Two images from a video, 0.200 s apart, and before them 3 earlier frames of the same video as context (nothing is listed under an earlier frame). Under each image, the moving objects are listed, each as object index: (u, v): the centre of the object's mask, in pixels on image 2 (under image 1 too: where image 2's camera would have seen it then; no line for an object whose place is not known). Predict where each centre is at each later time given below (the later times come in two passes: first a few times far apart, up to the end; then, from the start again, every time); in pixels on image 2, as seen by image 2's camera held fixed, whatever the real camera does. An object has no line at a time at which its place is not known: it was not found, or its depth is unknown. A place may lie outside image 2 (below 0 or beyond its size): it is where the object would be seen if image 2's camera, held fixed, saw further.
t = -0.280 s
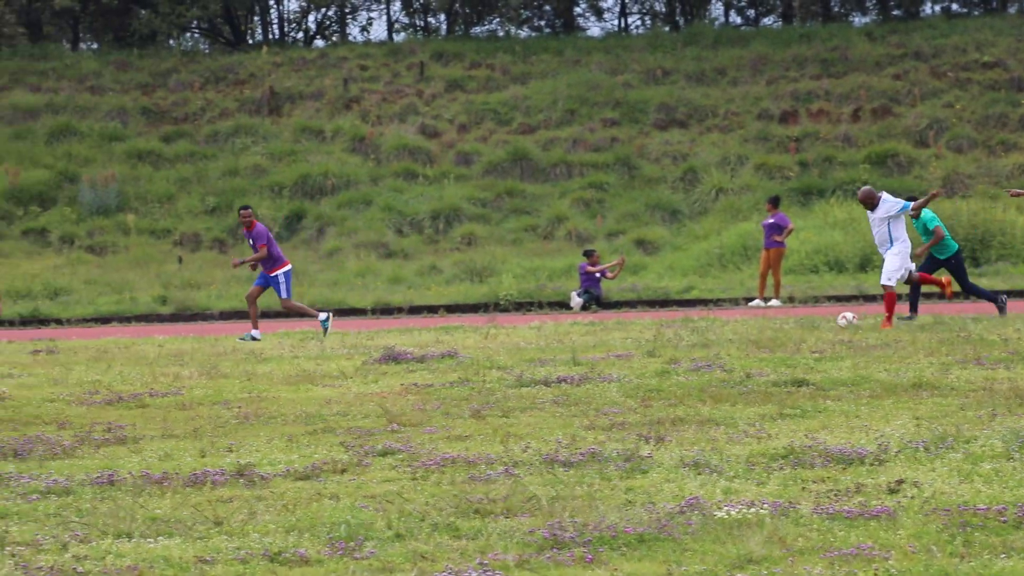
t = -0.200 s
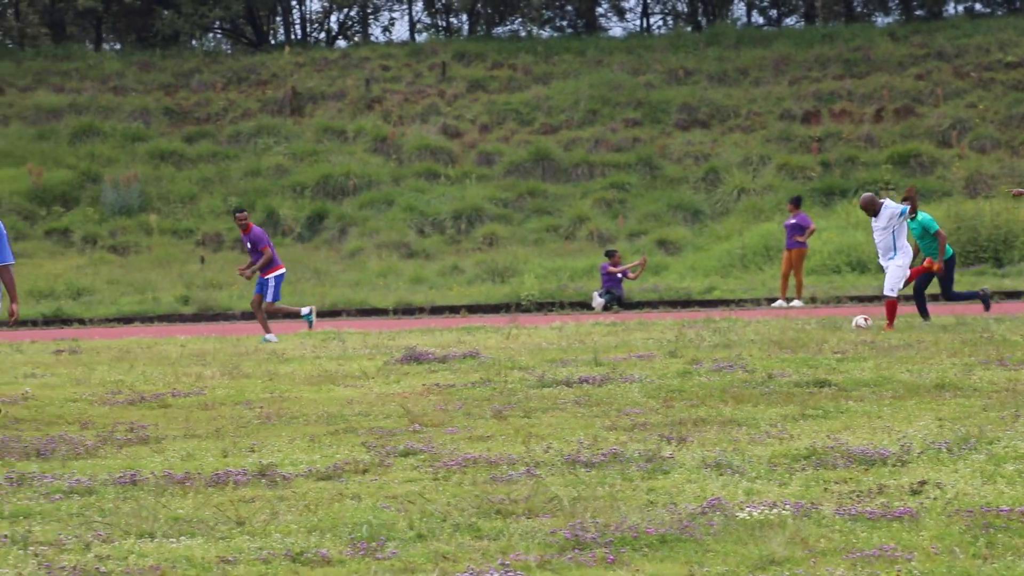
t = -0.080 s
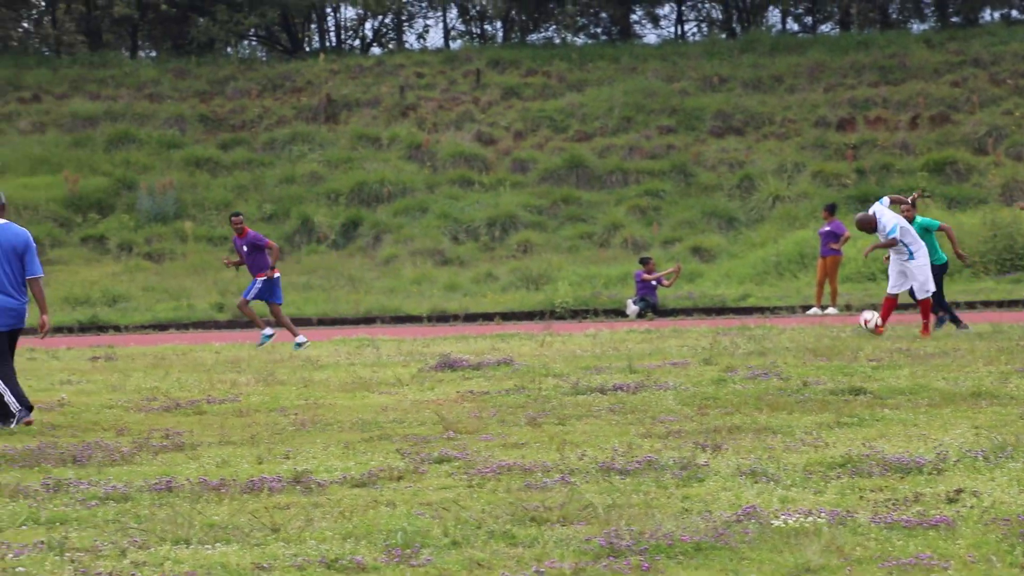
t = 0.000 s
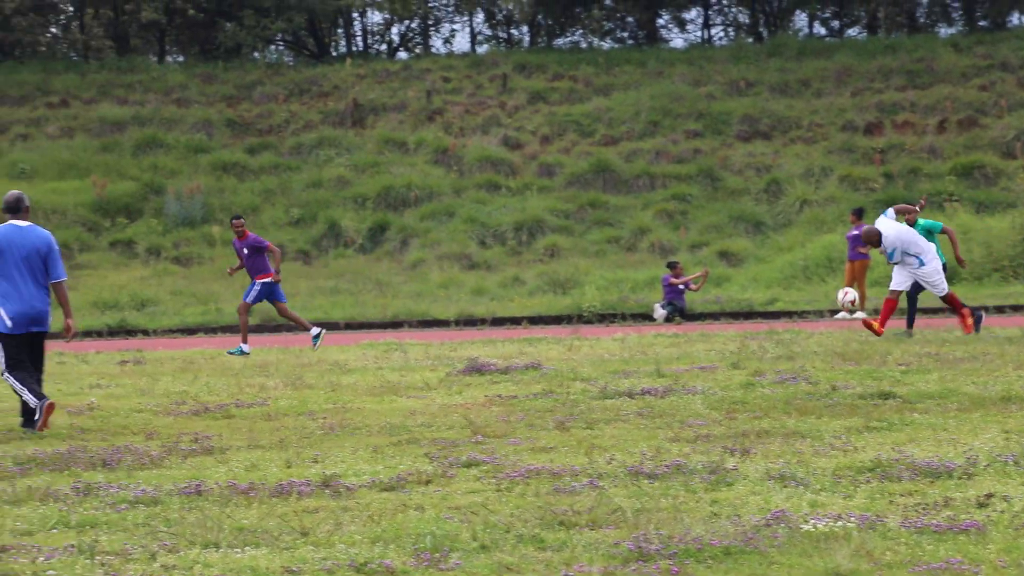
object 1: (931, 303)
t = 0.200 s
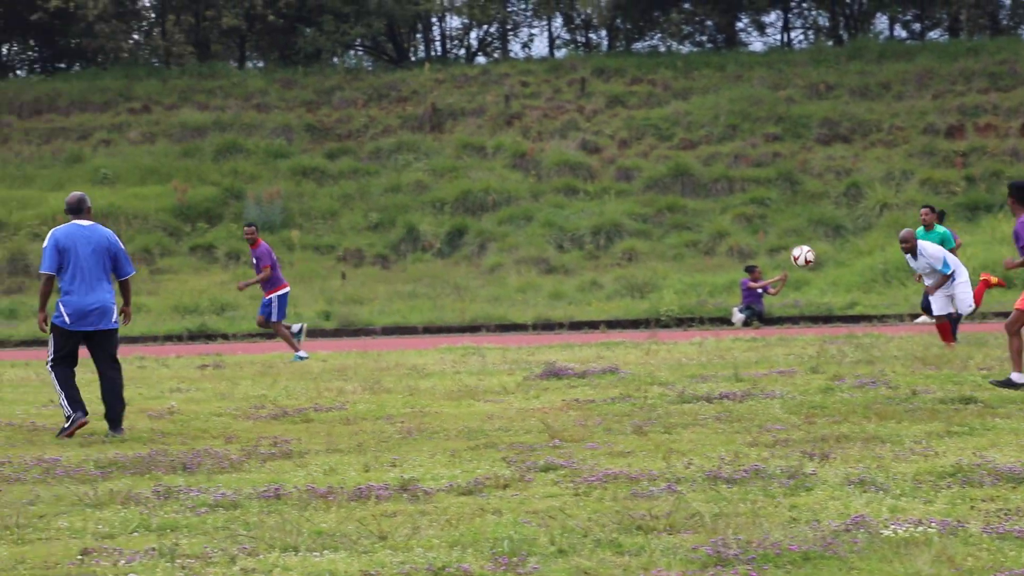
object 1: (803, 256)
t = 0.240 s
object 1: (778, 250)
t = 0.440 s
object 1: (655, 248)
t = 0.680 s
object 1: (510, 299)
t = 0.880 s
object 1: (387, 384)
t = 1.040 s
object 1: (323, 312)
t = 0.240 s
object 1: (778, 250)
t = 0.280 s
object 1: (752, 247)
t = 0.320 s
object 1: (729, 246)
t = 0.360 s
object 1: (704, 244)
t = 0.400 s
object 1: (679, 245)
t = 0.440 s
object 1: (655, 248)
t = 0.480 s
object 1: (631, 252)
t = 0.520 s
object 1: (607, 259)
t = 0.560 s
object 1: (582, 266)
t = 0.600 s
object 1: (558, 275)
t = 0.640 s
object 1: (534, 286)
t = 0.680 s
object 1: (510, 299)
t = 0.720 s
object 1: (485, 315)
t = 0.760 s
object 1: (460, 332)
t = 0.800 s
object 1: (436, 352)
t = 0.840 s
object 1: (409, 374)
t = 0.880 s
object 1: (387, 384)
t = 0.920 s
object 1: (370, 364)
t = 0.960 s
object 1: (355, 345)
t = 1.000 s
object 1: (337, 327)
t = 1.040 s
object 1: (323, 312)
